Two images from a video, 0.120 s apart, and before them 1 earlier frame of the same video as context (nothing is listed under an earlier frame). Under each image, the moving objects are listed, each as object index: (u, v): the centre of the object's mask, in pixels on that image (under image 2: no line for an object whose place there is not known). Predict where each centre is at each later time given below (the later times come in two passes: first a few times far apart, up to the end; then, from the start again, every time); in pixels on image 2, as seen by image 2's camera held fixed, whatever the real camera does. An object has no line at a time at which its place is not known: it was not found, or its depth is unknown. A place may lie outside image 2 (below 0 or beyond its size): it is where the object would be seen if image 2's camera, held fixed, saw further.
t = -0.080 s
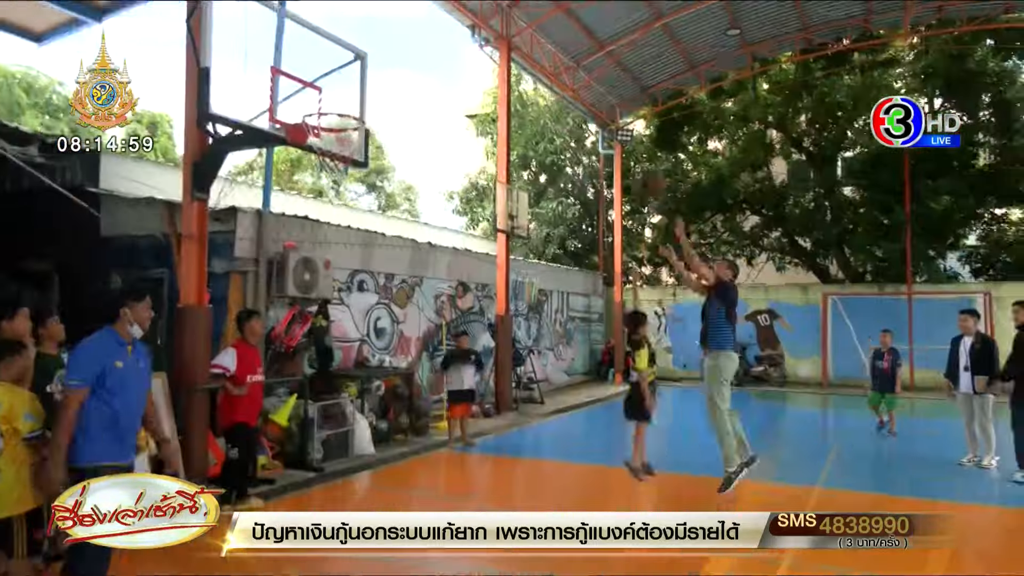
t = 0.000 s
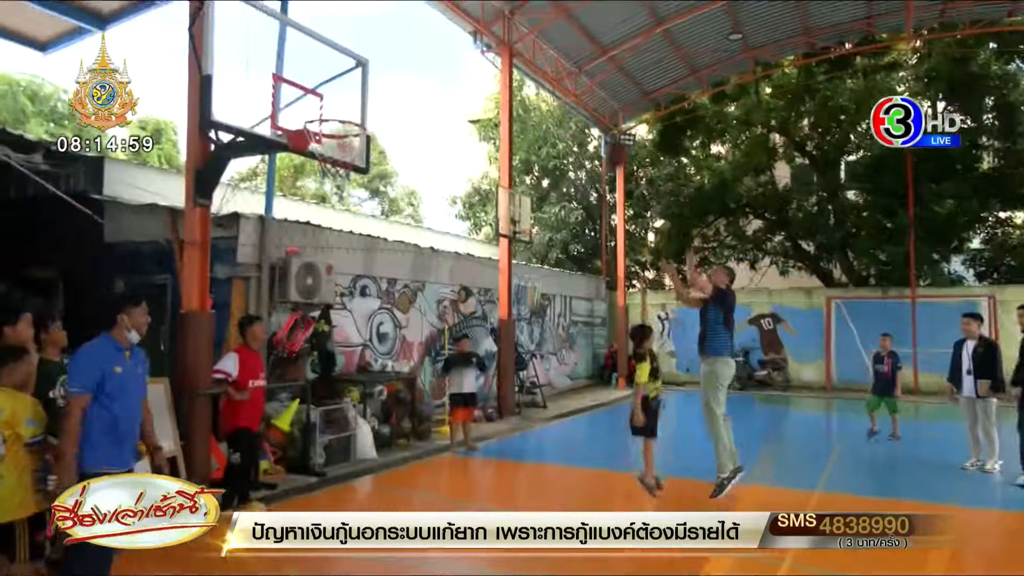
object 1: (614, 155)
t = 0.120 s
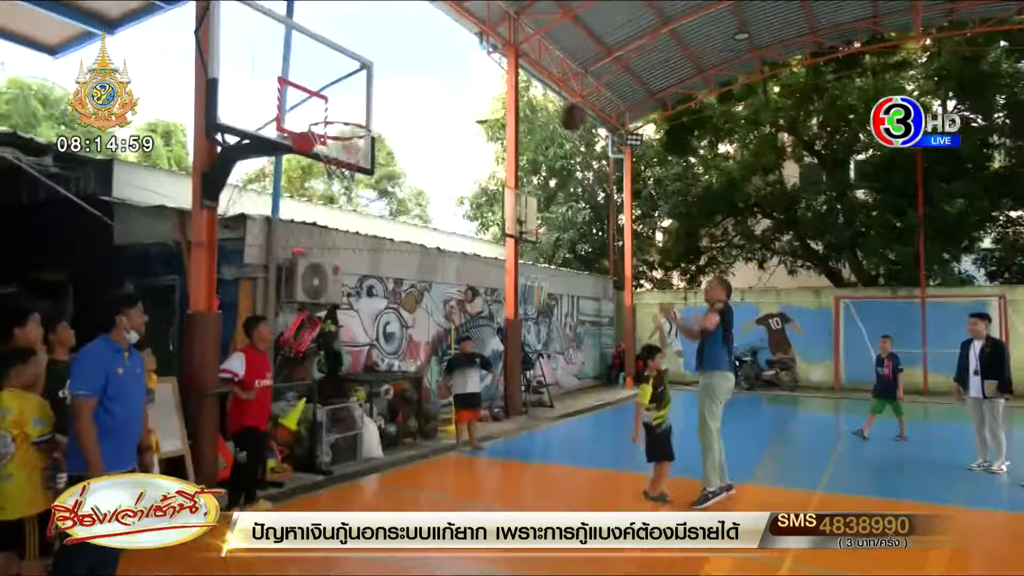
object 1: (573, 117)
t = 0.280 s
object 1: (503, 93)
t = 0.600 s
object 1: (369, 125)
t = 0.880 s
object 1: (389, 102)
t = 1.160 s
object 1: (407, 158)
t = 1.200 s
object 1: (410, 172)
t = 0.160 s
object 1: (556, 108)
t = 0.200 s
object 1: (539, 102)
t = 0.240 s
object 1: (520, 96)
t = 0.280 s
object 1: (503, 93)
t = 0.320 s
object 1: (486, 91)
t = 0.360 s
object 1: (468, 91)
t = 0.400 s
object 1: (452, 92)
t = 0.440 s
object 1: (435, 96)
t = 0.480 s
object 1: (417, 101)
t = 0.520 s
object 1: (400, 108)
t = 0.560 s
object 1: (382, 118)
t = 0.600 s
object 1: (369, 125)
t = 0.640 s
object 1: (371, 118)
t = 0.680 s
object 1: (374, 111)
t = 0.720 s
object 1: (377, 106)
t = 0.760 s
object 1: (380, 102)
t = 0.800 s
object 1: (383, 100)
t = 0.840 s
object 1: (386, 101)
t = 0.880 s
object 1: (389, 102)
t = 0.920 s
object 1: (391, 106)
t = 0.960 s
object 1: (394, 111)
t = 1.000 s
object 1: (397, 117)
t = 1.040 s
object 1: (400, 126)
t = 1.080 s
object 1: (402, 135)
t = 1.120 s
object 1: (405, 146)
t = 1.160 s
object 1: (407, 158)
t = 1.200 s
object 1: (410, 172)
